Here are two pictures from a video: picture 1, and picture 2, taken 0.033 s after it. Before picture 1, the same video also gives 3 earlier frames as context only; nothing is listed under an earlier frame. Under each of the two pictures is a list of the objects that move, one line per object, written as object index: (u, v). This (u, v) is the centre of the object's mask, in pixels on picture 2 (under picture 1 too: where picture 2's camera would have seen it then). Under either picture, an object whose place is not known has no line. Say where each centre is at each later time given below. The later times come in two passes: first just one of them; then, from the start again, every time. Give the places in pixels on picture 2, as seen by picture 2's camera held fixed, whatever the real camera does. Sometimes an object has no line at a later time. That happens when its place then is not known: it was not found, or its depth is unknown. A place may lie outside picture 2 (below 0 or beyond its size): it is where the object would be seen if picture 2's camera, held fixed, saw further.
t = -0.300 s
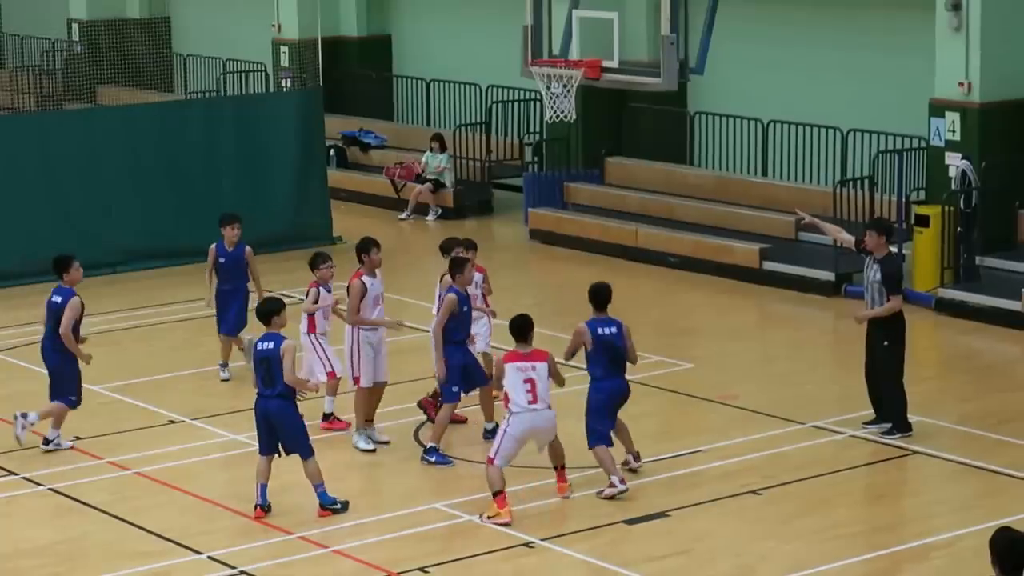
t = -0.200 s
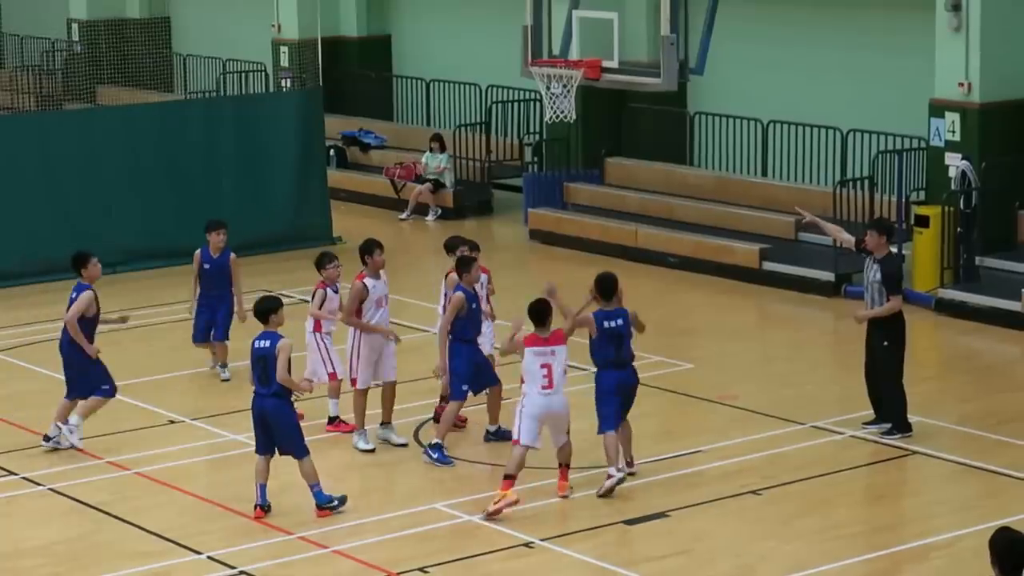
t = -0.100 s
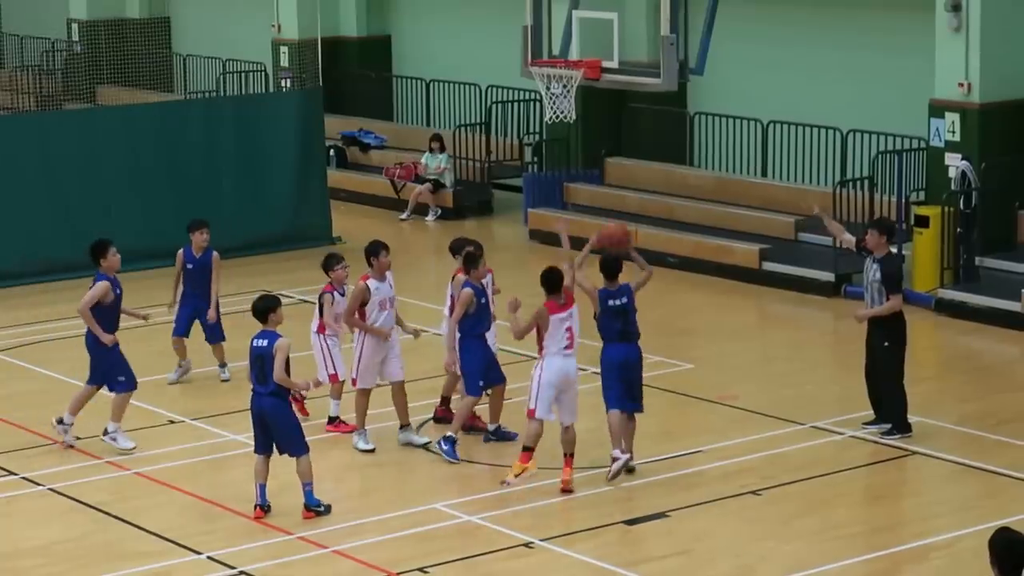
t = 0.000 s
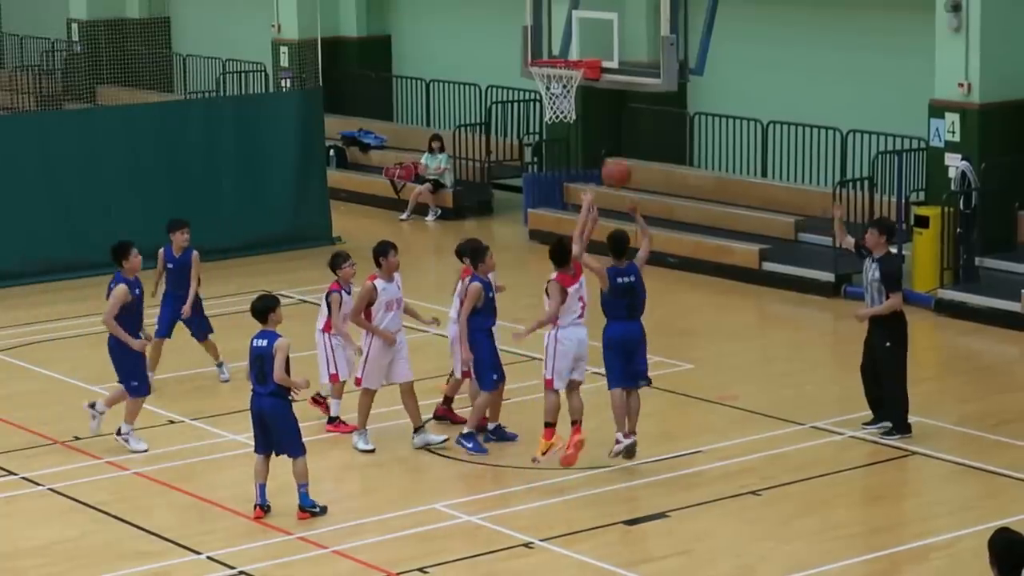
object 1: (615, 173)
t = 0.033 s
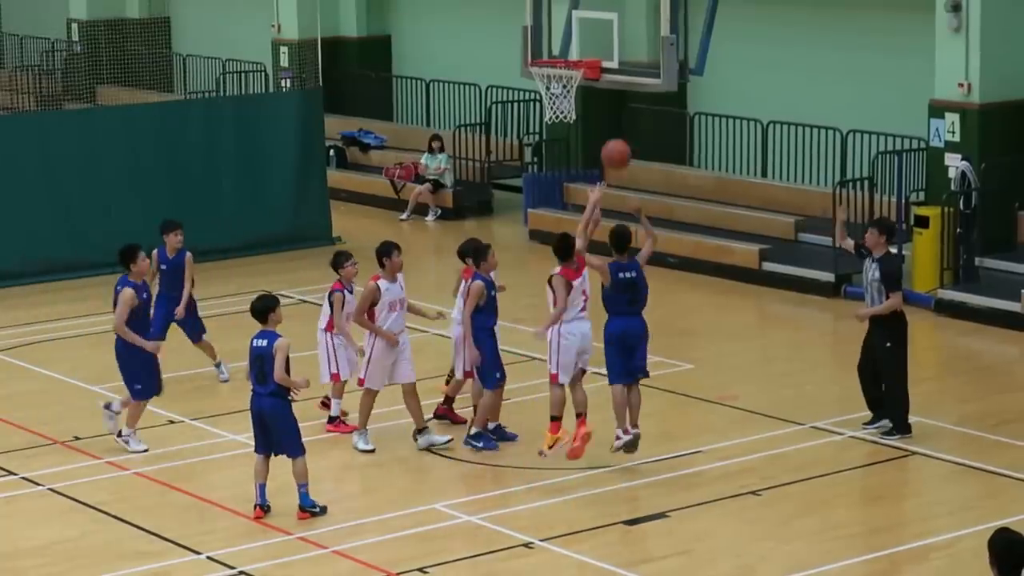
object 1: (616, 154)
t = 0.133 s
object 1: (616, 106)
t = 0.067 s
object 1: (616, 137)
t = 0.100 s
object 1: (616, 121)
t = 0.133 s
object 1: (616, 106)
